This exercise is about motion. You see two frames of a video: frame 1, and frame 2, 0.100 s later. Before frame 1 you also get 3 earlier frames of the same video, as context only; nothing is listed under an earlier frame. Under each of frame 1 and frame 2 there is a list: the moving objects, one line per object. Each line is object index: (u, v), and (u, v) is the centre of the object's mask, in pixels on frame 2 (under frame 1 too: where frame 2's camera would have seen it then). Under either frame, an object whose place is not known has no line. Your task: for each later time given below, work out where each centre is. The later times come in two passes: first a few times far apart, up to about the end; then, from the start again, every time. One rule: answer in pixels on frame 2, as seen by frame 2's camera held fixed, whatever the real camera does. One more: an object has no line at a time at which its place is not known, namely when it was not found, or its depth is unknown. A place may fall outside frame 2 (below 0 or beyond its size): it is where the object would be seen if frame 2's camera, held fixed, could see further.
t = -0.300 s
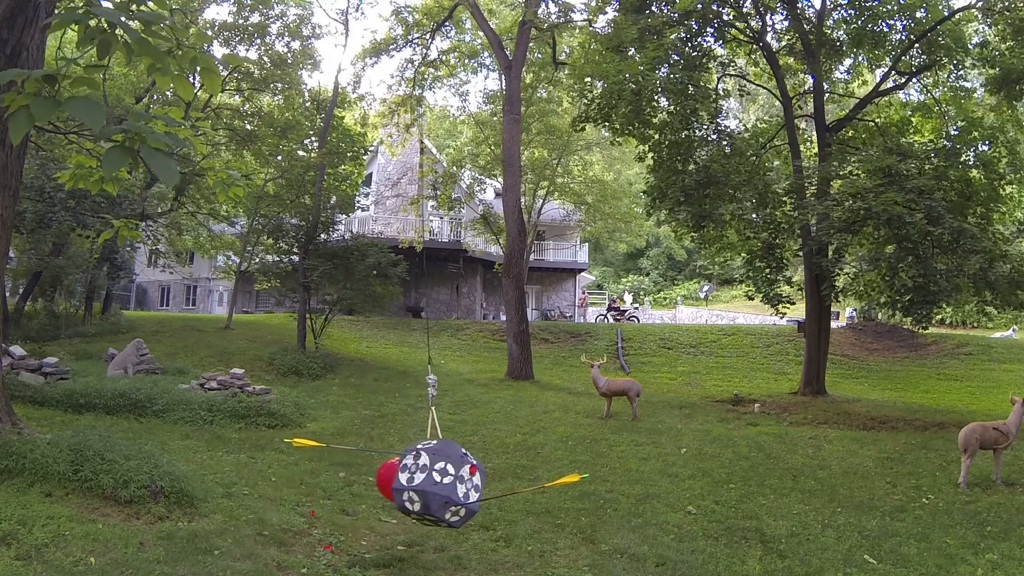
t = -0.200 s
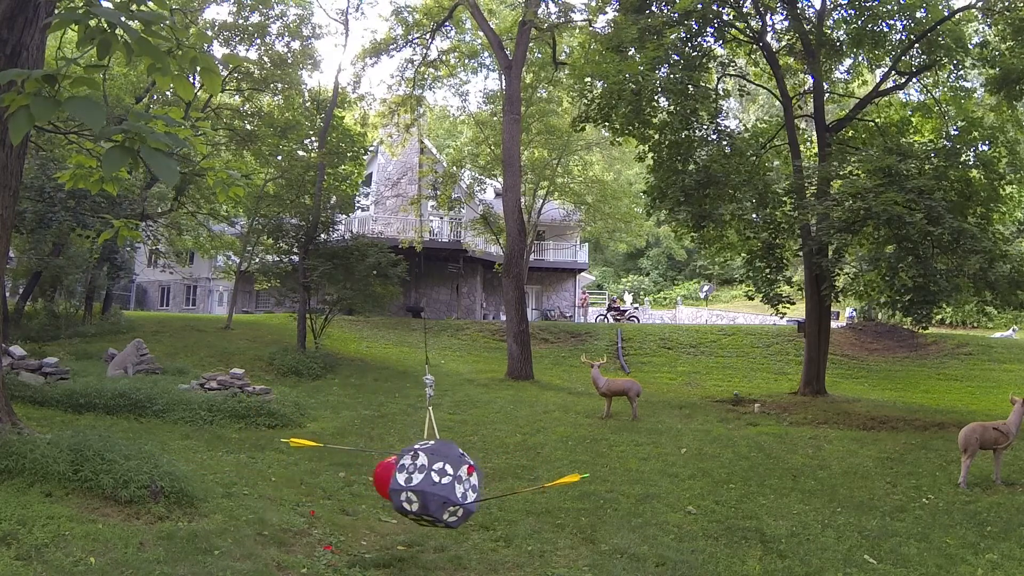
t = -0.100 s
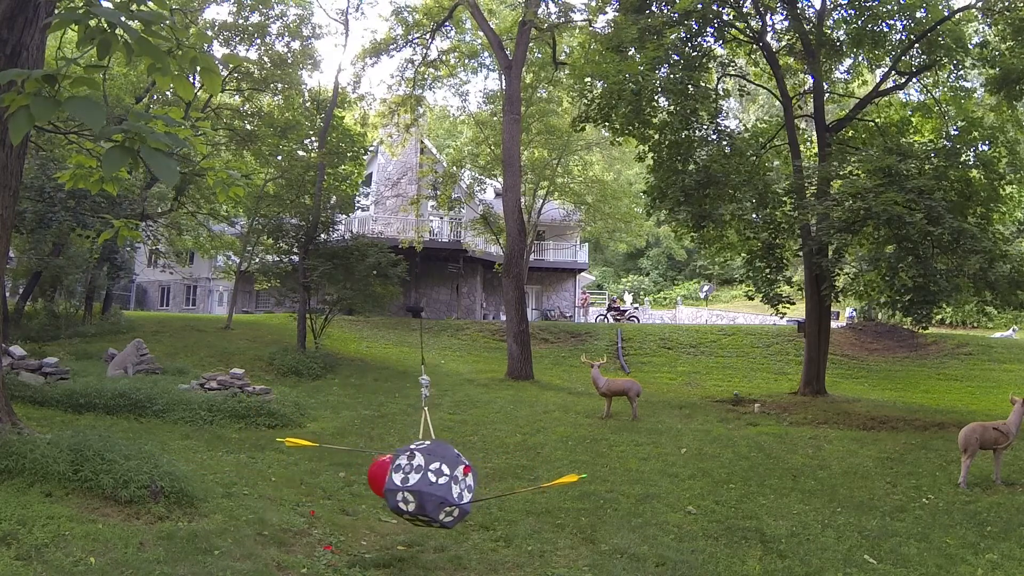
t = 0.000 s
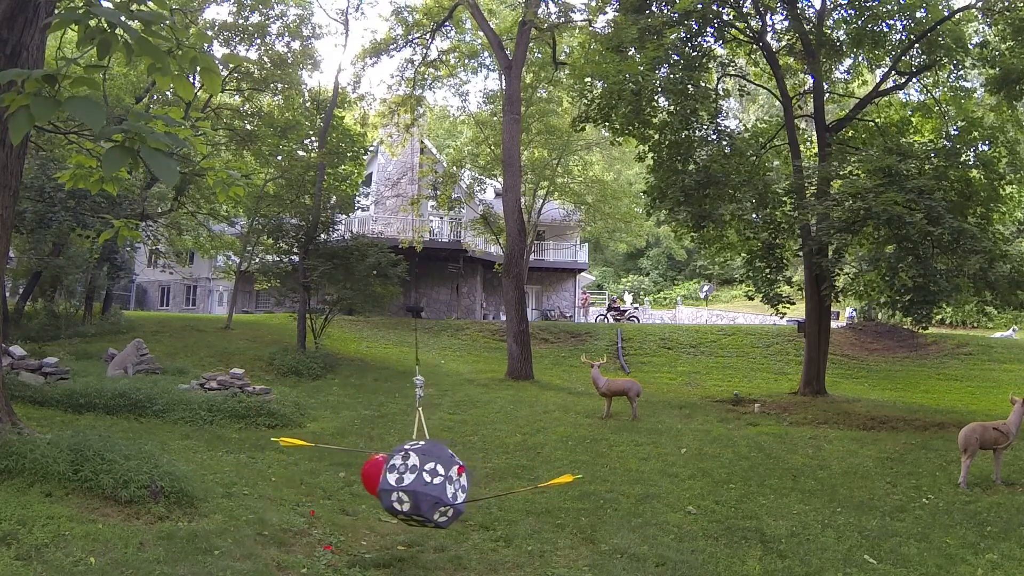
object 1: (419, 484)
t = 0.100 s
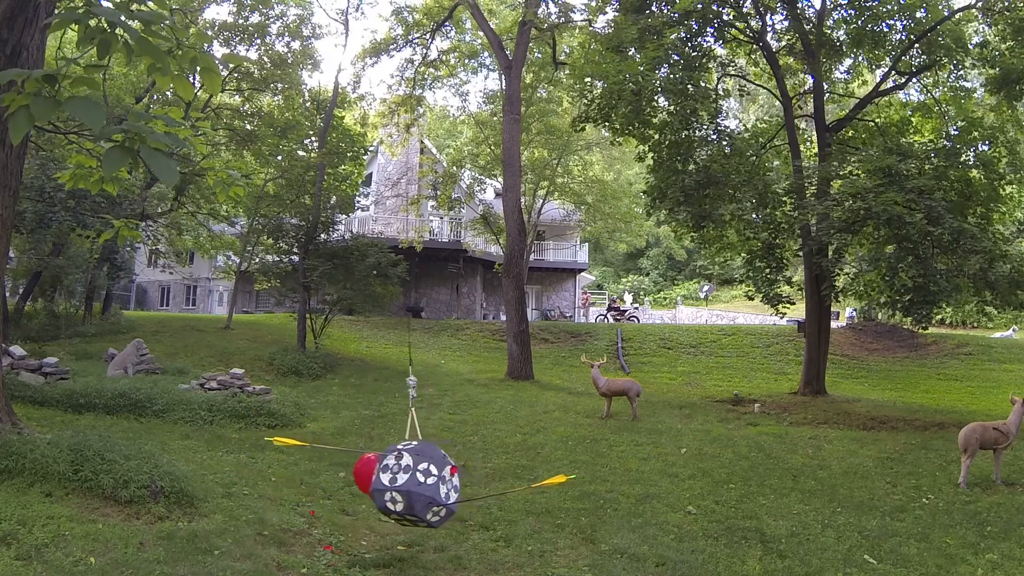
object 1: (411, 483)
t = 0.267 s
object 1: (395, 482)
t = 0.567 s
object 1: (362, 479)
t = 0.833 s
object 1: (332, 473)
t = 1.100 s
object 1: (305, 467)
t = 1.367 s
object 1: (284, 459)
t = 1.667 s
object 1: (269, 452)
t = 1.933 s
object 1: (262, 448)
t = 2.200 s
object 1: (262, 446)
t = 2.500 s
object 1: (269, 448)
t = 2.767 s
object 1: (282, 453)
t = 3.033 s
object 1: (301, 459)
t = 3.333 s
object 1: (328, 467)
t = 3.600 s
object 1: (354, 473)
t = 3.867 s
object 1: (381, 478)
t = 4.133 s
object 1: (403, 480)
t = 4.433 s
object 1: (419, 482)
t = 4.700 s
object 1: (421, 483)
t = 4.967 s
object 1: (413, 484)
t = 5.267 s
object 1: (391, 482)
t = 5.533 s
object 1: (365, 478)
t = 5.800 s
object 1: (337, 473)
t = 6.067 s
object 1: (310, 466)
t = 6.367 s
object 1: (285, 459)
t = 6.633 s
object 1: (269, 453)
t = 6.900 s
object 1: (260, 449)
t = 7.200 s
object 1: (257, 448)
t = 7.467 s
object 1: (261, 450)
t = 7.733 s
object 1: (272, 454)
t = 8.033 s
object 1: (294, 460)
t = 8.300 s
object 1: (319, 467)
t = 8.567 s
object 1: (346, 473)
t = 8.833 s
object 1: (375, 477)
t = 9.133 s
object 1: (403, 480)
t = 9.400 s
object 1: (419, 481)
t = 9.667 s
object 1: (424, 481)
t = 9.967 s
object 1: (420, 480)
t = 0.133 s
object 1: (408, 483)
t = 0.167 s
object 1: (405, 483)
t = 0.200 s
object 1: (402, 483)
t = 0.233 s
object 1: (398, 483)
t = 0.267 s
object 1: (395, 482)
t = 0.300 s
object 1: (392, 482)
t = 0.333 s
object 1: (388, 482)
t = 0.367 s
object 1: (385, 481)
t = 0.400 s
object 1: (381, 481)
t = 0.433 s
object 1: (377, 481)
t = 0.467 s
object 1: (373, 480)
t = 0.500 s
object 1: (370, 480)
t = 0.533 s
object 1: (366, 479)
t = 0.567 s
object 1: (362, 479)
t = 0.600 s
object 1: (358, 478)
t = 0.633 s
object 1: (354, 478)
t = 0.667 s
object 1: (350, 477)
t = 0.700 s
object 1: (347, 476)
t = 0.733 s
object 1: (343, 476)
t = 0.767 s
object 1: (339, 475)
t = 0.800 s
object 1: (336, 474)
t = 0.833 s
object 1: (332, 473)
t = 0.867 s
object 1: (329, 473)
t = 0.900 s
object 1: (325, 472)
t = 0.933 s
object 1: (322, 471)
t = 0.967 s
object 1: (318, 470)
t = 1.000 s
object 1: (315, 469)
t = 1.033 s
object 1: (312, 468)
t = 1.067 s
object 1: (308, 468)
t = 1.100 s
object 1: (305, 467)
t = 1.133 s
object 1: (302, 466)
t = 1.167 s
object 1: (299, 465)
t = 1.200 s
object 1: (296, 464)
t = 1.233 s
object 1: (294, 463)
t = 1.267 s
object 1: (291, 462)
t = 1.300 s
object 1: (289, 461)
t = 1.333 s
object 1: (286, 460)
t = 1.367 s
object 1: (284, 459)
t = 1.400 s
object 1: (282, 458)
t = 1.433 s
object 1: (280, 458)
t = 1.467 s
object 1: (278, 457)
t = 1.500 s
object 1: (275, 456)
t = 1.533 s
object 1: (274, 455)
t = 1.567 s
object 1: (272, 454)
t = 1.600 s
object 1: (271, 454)
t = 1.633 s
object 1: (270, 453)
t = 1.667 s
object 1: (269, 452)
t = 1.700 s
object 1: (267, 451)
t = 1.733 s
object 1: (266, 451)
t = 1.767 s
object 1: (265, 450)
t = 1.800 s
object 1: (265, 449)
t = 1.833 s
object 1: (263, 449)
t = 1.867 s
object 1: (263, 449)
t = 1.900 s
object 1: (262, 448)
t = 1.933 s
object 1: (262, 448)
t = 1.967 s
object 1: (261, 447)
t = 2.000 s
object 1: (261, 447)
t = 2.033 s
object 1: (261, 447)
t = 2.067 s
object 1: (261, 447)
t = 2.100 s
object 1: (261, 447)
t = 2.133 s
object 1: (261, 447)
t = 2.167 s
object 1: (261, 447)
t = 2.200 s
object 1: (262, 446)
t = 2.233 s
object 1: (262, 446)
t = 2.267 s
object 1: (262, 446)
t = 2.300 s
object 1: (263, 447)
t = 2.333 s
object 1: (264, 447)
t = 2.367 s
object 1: (264, 447)
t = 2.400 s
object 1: (265, 447)
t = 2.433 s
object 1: (266, 448)
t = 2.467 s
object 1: (267, 448)
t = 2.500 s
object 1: (269, 448)
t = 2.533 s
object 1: (270, 449)
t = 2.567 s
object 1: (272, 449)
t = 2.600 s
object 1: (273, 450)
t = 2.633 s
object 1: (275, 450)
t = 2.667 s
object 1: (276, 451)
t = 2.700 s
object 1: (278, 452)
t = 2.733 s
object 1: (280, 452)
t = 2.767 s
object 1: (282, 453)
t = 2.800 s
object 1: (284, 454)
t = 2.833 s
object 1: (286, 455)
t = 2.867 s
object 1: (288, 455)
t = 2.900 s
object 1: (290, 456)
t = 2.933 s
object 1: (293, 457)
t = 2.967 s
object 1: (296, 458)
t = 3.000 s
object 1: (298, 458)
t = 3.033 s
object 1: (301, 459)
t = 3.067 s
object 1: (304, 460)
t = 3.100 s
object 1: (306, 461)
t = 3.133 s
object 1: (309, 462)
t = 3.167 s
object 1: (312, 463)
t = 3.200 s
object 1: (315, 463)
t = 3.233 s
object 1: (318, 464)
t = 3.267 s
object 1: (321, 465)
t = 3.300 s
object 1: (325, 466)
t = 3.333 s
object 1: (328, 467)
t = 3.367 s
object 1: (331, 468)
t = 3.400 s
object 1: (334, 468)
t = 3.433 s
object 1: (338, 469)
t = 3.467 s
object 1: (341, 470)
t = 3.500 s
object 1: (344, 471)
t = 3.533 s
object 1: (348, 472)
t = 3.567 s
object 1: (351, 472)
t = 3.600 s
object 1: (354, 473)
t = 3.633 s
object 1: (358, 474)
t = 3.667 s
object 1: (361, 475)
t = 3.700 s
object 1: (364, 475)
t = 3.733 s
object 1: (368, 476)
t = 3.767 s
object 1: (371, 476)
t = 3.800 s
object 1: (375, 477)
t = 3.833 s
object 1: (378, 477)
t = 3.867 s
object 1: (381, 478)
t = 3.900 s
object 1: (384, 478)
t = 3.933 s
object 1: (387, 478)
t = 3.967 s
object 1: (390, 479)
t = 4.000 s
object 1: (393, 479)
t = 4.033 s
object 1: (396, 479)
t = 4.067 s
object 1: (398, 480)
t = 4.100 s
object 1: (401, 480)
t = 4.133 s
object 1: (403, 480)
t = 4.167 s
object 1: (406, 480)
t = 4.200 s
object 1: (408, 480)
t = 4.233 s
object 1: (410, 480)
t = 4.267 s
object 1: (412, 481)
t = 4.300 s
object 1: (414, 481)
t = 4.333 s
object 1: (415, 481)
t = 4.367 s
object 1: (417, 481)
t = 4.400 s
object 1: (418, 482)
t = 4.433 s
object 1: (419, 482)
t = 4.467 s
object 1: (420, 482)
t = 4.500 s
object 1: (421, 482)
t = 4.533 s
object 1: (421, 482)
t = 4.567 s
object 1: (422, 482)
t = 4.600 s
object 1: (422, 482)
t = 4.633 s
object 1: (422, 483)
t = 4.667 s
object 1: (422, 483)
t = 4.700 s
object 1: (421, 483)
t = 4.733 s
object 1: (421, 483)
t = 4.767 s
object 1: (421, 483)
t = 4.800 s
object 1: (419, 483)
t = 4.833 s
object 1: (418, 484)
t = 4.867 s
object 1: (417, 484)
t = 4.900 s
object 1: (416, 484)
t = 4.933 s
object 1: (414, 484)
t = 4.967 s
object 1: (413, 484)
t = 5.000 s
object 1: (411, 484)
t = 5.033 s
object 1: (409, 484)
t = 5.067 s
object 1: (407, 484)
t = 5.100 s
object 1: (404, 483)
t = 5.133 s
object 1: (402, 483)
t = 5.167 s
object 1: (399, 483)
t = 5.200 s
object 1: (397, 483)
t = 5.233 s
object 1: (394, 482)
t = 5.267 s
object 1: (391, 482)
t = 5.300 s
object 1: (388, 482)
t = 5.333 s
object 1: (385, 481)
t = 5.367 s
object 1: (381, 481)
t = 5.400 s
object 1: (378, 481)
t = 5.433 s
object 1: (375, 480)
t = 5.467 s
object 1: (372, 480)
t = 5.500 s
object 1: (368, 479)
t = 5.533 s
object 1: (365, 478)
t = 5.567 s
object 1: (361, 478)
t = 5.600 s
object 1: (358, 477)
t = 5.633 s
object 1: (354, 476)
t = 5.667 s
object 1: (350, 476)
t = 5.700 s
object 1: (347, 475)
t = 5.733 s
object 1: (344, 474)
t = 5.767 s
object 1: (340, 473)
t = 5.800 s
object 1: (337, 473)
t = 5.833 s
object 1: (334, 472)
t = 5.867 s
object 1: (330, 471)
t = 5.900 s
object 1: (327, 470)
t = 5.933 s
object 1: (324, 469)
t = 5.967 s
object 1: (320, 469)
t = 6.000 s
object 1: (317, 468)
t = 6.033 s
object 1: (314, 467)
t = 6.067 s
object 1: (310, 466)
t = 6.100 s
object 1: (307, 466)
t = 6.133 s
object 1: (305, 465)
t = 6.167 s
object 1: (301, 464)
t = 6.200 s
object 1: (299, 463)
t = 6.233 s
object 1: (296, 462)
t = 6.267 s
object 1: (293, 461)
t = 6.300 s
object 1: (291, 461)
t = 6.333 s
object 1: (288, 460)
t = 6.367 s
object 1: (285, 459)
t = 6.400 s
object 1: (283, 458)
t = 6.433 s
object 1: (281, 457)
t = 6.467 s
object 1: (279, 457)
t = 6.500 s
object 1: (277, 456)
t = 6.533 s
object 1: (274, 455)
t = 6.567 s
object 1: (273, 455)
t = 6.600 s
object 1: (271, 454)
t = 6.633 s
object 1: (269, 453)
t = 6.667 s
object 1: (268, 453)
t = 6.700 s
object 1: (266, 452)
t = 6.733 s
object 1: (265, 451)
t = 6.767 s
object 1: (264, 451)
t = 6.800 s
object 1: (263, 450)
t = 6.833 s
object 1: (262, 450)
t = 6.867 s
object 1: (261, 450)
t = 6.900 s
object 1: (260, 449)
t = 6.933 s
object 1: (259, 449)
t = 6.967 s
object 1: (258, 448)
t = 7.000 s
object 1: (258, 448)
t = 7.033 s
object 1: (257, 448)
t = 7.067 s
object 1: (257, 448)
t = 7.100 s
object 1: (257, 448)
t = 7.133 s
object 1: (257, 448)
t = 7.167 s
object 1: (257, 448)
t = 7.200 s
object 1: (257, 448)
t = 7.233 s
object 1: (257, 448)
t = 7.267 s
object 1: (257, 448)
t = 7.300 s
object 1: (257, 448)
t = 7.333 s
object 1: (258, 448)
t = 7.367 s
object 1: (258, 448)
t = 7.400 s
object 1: (259, 449)
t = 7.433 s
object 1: (260, 449)
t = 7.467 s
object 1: (261, 450)
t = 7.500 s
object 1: (262, 450)
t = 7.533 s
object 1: (263, 450)
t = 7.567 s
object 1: (264, 451)
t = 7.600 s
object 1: (265, 451)
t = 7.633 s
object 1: (267, 452)
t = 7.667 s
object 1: (268, 453)
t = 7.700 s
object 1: (270, 453)
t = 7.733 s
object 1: (272, 454)
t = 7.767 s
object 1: (274, 455)
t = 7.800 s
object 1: (276, 455)
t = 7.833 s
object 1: (278, 456)
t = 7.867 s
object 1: (280, 457)
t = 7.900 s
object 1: (283, 457)
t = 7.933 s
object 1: (285, 458)
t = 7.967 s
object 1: (288, 459)
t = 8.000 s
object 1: (291, 460)
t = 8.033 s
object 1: (294, 460)
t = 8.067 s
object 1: (296, 461)
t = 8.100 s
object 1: (300, 462)
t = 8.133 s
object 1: (303, 463)
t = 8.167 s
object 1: (306, 464)
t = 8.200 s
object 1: (309, 465)
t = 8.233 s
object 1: (312, 465)
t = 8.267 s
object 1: (316, 466)
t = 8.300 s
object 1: (319, 467)
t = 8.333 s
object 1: (322, 468)
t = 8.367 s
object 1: (326, 468)
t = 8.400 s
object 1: (329, 469)
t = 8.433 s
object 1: (333, 470)
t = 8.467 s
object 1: (336, 471)
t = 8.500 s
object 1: (340, 472)
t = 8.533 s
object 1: (343, 472)
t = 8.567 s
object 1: (346, 473)
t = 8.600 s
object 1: (350, 473)
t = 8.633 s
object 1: (353, 474)
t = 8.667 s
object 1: (357, 474)
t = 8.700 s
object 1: (361, 475)
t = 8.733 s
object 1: (364, 475)
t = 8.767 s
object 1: (367, 476)
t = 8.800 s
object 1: (371, 477)
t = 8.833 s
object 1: (375, 477)
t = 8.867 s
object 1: (378, 478)
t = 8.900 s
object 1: (382, 478)
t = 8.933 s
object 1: (385, 478)
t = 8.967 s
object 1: (388, 479)
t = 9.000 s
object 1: (391, 479)
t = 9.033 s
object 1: (394, 479)
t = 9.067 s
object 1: (397, 480)
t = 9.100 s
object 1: (400, 480)
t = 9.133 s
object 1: (403, 480)
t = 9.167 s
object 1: (405, 480)
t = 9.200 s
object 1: (408, 481)
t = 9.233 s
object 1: (410, 481)
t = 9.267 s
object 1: (412, 481)
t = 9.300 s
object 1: (414, 481)
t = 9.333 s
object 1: (416, 481)
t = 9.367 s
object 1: (417, 481)
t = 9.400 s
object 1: (419, 481)
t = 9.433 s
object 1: (420, 482)
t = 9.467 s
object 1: (421, 481)
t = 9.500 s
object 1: (422, 481)
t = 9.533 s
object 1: (423, 481)
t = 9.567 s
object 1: (423, 481)
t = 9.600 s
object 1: (424, 481)
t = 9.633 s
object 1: (424, 481)
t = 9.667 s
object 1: (424, 481)
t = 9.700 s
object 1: (424, 481)
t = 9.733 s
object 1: (424, 481)
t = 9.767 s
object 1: (424, 481)
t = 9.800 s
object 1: (424, 481)
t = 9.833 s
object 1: (423, 481)
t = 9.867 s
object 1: (423, 480)
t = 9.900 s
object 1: (422, 481)
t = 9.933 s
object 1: (421, 480)
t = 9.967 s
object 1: (420, 480)
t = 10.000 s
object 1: (419, 480)
